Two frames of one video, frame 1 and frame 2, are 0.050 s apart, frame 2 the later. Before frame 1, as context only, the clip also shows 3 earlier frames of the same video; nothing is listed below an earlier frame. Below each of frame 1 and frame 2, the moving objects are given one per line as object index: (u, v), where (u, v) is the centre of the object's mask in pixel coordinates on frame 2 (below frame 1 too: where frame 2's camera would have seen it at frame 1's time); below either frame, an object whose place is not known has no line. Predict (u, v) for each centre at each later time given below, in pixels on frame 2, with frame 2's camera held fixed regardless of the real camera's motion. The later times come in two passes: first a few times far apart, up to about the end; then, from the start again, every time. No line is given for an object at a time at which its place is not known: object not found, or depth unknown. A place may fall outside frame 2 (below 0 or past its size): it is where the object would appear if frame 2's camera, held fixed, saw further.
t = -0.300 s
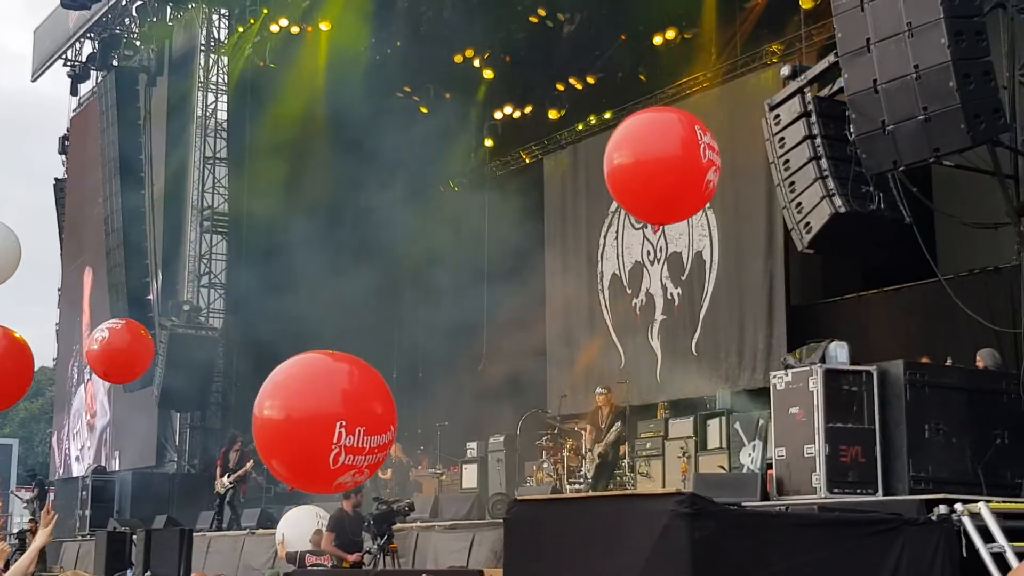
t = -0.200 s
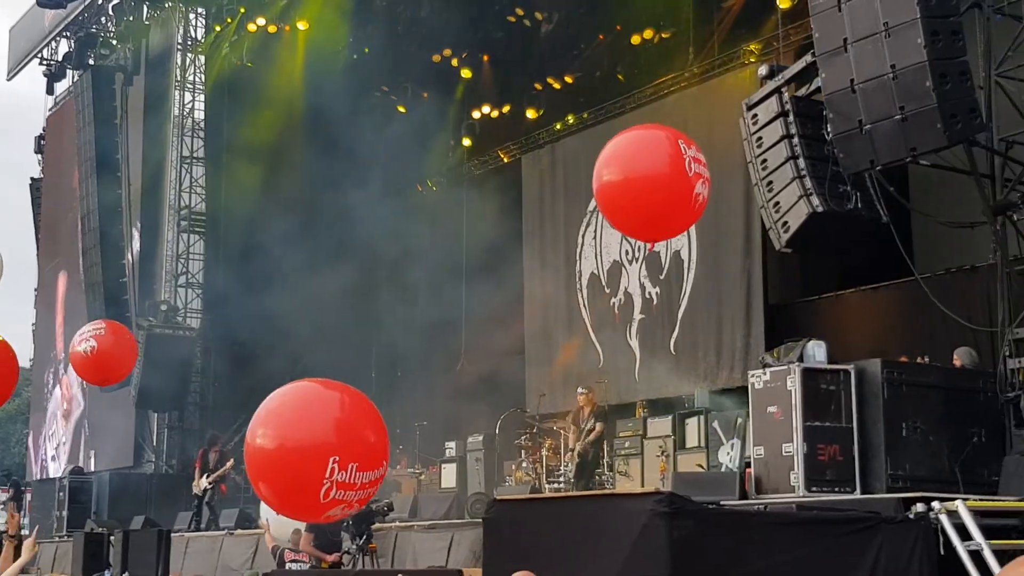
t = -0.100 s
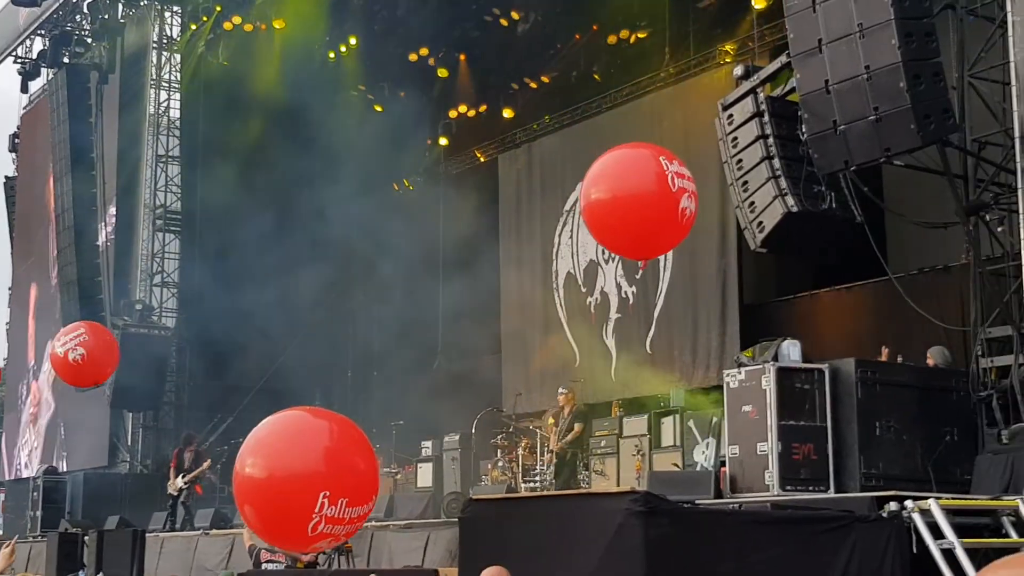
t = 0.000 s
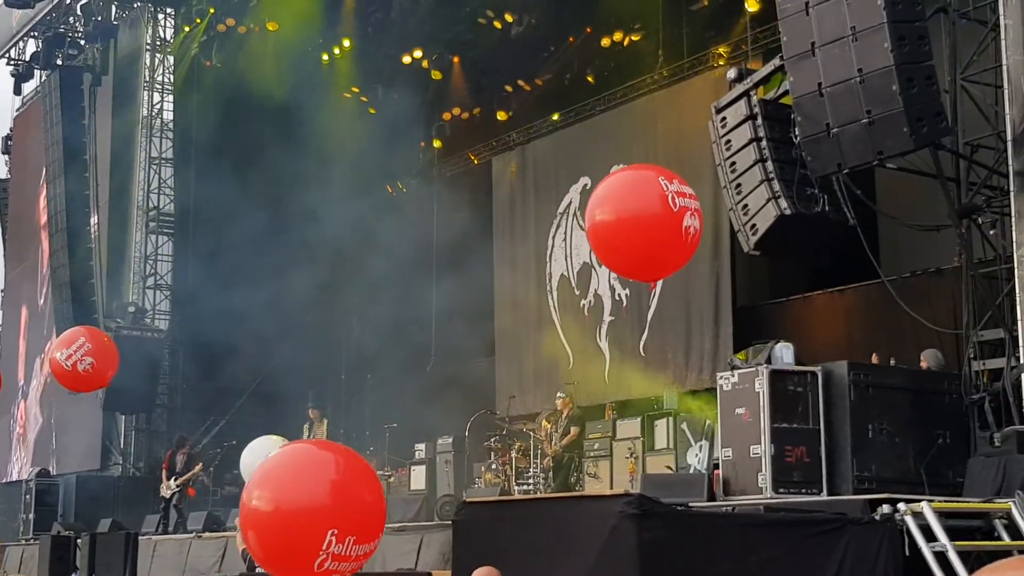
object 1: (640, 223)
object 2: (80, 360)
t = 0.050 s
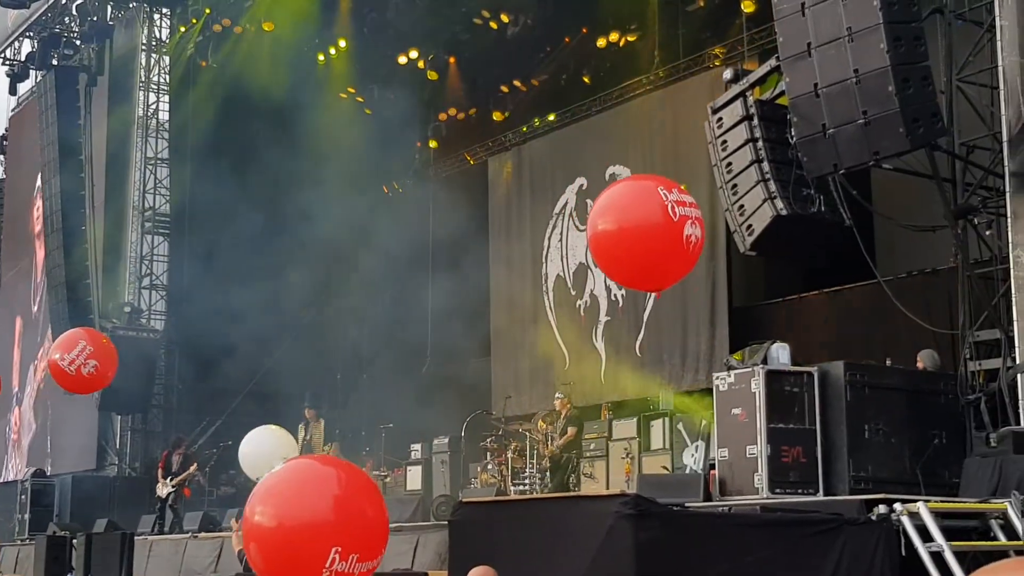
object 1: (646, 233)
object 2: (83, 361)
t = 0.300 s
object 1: (675, 284)
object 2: (99, 369)
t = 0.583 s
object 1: (705, 351)
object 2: (116, 384)
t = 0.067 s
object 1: (648, 236)
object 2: (84, 361)
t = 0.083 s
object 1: (650, 239)
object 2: (85, 362)
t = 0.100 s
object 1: (653, 243)
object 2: (86, 362)
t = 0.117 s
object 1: (655, 246)
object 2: (87, 363)
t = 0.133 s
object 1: (656, 249)
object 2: (88, 363)
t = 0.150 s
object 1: (658, 253)
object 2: (90, 364)
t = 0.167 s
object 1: (660, 256)
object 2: (91, 364)
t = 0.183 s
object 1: (662, 260)
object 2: (92, 365)
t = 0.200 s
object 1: (664, 263)
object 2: (93, 366)
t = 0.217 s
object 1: (666, 267)
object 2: (94, 366)
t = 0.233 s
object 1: (667, 270)
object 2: (95, 367)
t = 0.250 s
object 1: (669, 274)
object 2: (96, 367)
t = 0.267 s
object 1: (671, 277)
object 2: (97, 368)
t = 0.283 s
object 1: (673, 281)
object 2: (98, 369)
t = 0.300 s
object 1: (675, 284)
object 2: (99, 369)
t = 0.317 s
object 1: (677, 288)
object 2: (100, 370)
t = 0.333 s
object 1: (679, 291)
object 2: (101, 371)
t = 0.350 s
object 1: (681, 295)
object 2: (102, 372)
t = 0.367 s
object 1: (682, 298)
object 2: (103, 372)
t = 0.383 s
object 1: (684, 302)
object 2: (104, 373)
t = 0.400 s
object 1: (686, 305)
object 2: (105, 374)
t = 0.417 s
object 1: (687, 309)
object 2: (106, 375)
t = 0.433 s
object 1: (689, 313)
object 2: (107, 375)
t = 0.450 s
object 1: (691, 317)
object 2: (108, 376)
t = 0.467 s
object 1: (693, 320)
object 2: (109, 377)
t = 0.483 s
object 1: (694, 324)
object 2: (110, 378)
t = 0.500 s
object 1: (696, 327)
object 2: (111, 379)
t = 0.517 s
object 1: (698, 331)
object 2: (112, 380)
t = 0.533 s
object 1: (699, 335)
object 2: (113, 380)
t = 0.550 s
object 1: (701, 339)
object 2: (114, 381)
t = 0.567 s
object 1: (702, 343)
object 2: (115, 382)
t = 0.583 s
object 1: (705, 351)
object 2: (116, 384)
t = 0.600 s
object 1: (708, 358)
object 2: (118, 386)
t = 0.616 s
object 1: (709, 362)
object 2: (119, 387)
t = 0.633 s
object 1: (710, 366)
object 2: (119, 388)
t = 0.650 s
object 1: (710, 370)
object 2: (120, 389)
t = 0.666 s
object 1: (711, 374)
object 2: (121, 390)
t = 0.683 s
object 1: (712, 379)
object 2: (122, 391)
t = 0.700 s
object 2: (122, 392)
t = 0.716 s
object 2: (123, 393)
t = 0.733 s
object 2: (123, 394)
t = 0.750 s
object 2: (124, 396)
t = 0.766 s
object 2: (125, 396)
